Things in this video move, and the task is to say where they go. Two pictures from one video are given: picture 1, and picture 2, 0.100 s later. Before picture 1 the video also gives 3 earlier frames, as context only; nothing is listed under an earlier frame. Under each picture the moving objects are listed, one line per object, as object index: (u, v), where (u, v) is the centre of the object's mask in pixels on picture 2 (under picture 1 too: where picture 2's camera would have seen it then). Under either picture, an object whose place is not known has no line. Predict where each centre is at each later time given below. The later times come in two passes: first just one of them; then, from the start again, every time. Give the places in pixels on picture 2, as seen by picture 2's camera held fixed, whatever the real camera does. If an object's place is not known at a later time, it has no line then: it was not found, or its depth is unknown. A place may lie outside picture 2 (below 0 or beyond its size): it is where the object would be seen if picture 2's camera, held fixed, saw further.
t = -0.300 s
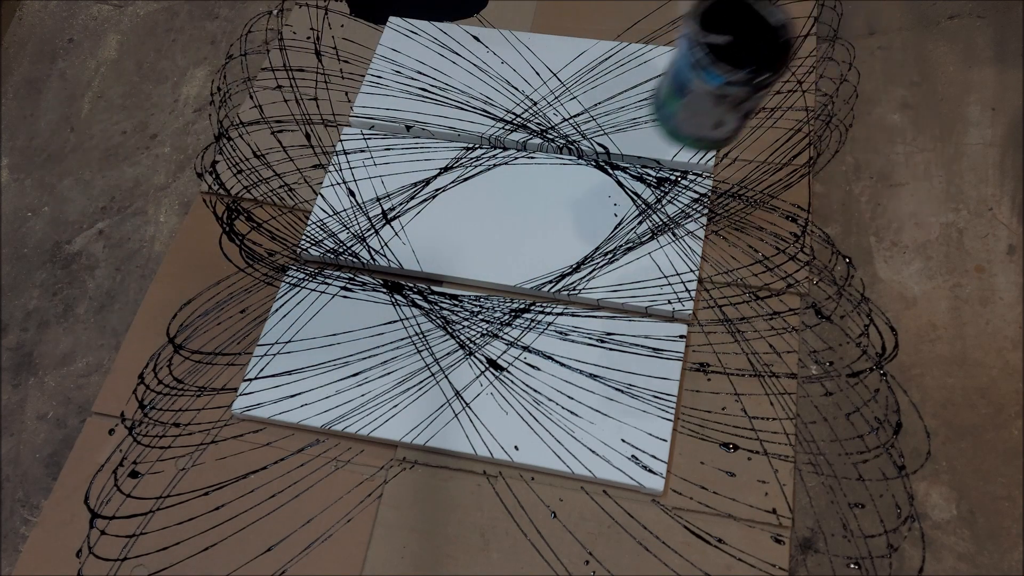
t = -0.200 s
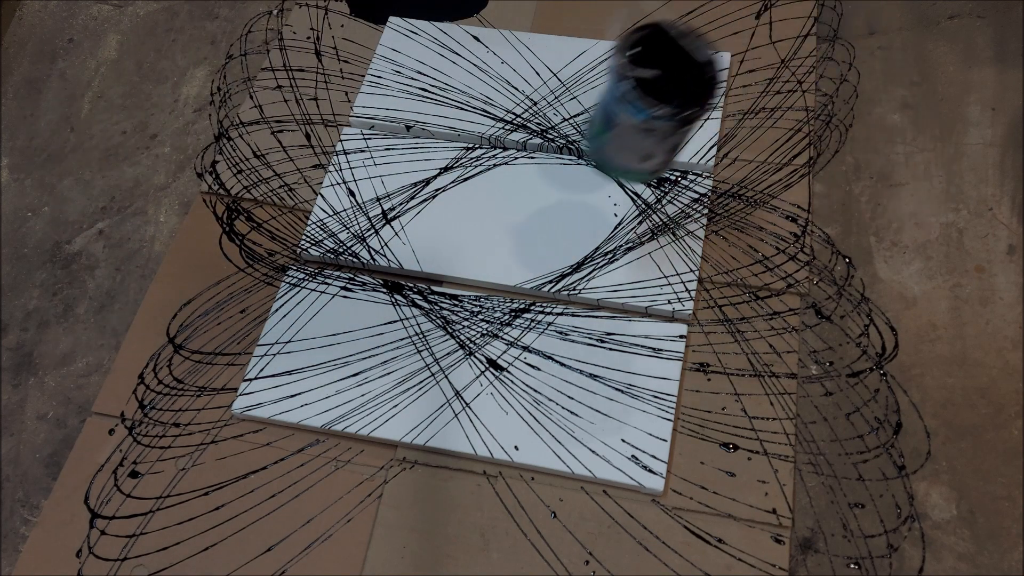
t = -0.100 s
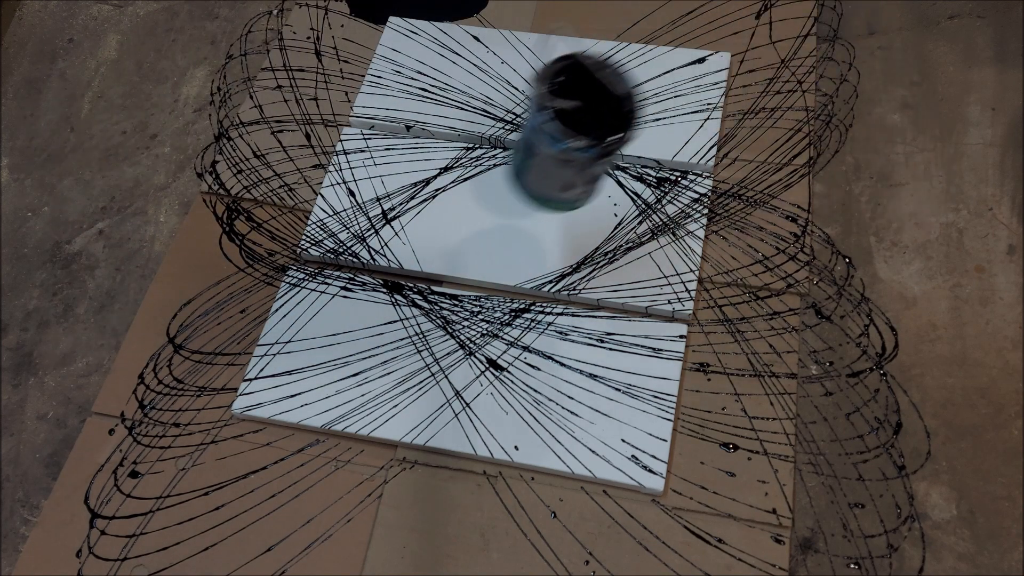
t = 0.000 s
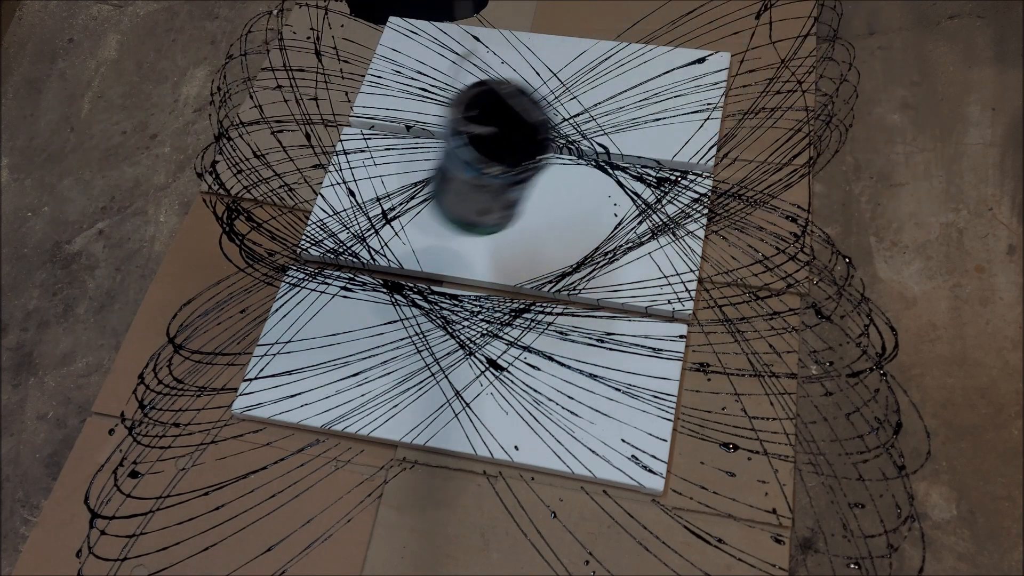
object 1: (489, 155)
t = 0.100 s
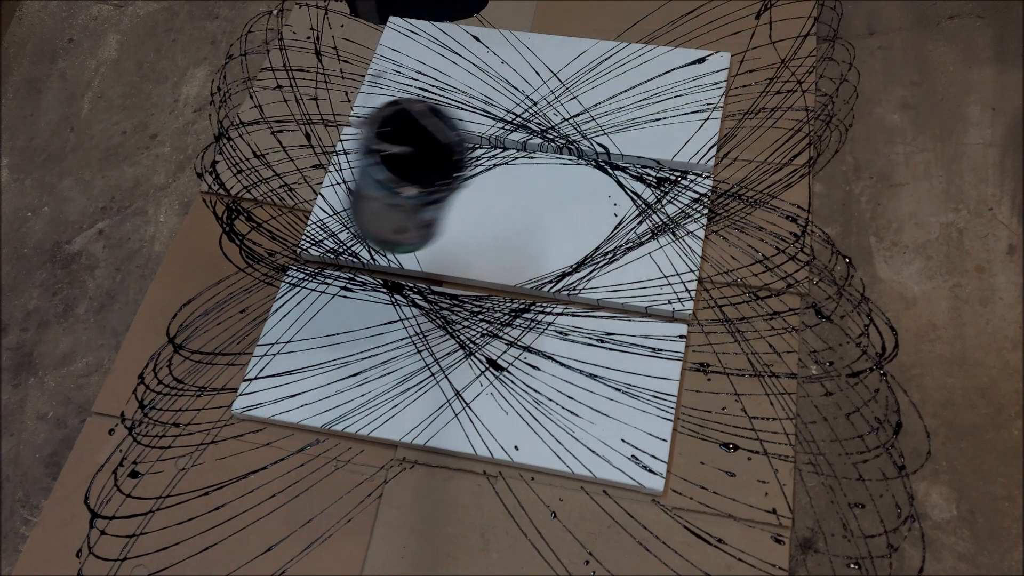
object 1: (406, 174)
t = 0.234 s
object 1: (298, 189)
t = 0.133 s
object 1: (378, 179)
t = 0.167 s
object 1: (350, 183)
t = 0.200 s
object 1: (324, 187)
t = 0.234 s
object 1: (298, 189)
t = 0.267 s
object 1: (272, 190)
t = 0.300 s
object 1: (250, 191)
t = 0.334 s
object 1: (227, 191)
